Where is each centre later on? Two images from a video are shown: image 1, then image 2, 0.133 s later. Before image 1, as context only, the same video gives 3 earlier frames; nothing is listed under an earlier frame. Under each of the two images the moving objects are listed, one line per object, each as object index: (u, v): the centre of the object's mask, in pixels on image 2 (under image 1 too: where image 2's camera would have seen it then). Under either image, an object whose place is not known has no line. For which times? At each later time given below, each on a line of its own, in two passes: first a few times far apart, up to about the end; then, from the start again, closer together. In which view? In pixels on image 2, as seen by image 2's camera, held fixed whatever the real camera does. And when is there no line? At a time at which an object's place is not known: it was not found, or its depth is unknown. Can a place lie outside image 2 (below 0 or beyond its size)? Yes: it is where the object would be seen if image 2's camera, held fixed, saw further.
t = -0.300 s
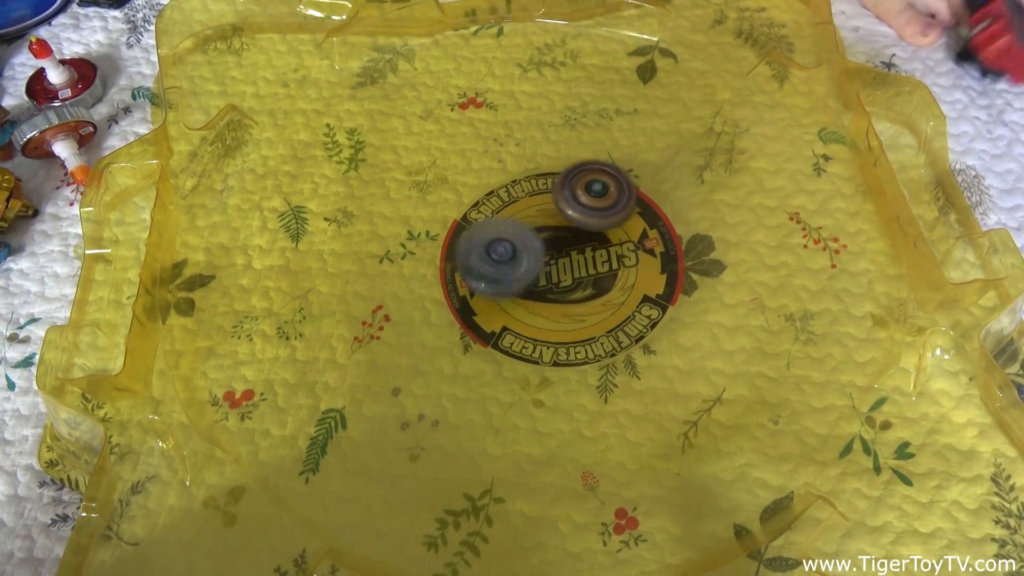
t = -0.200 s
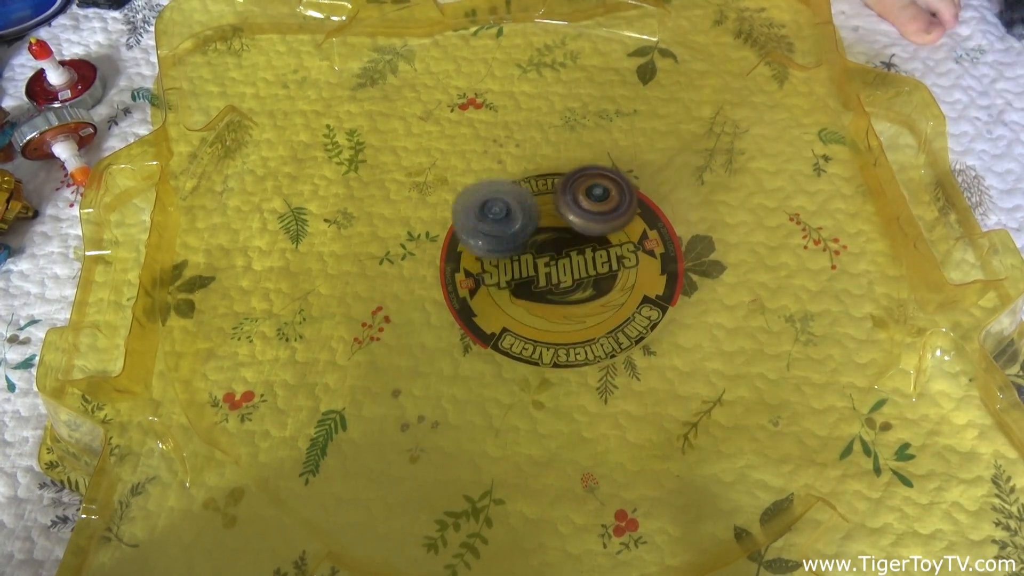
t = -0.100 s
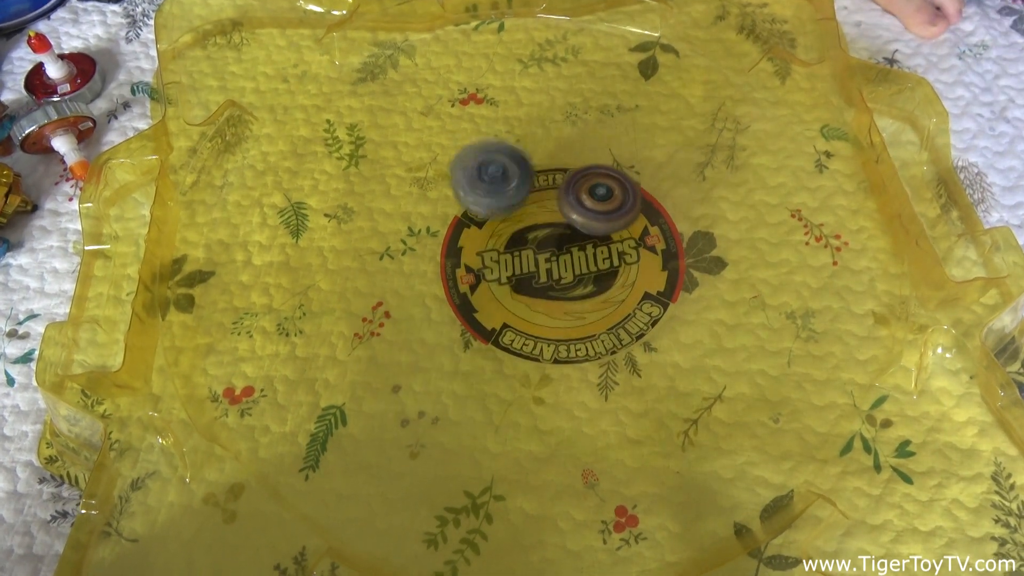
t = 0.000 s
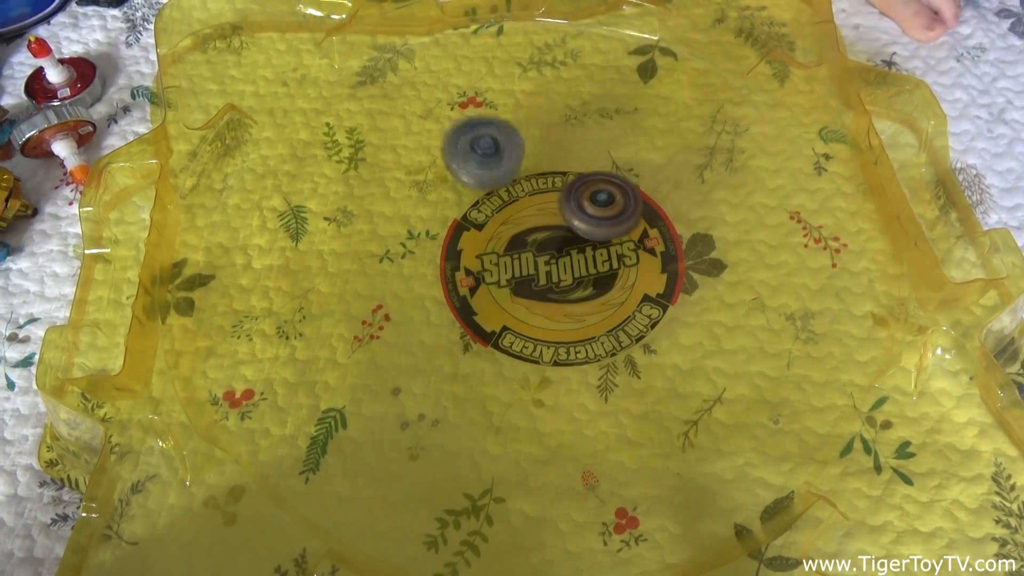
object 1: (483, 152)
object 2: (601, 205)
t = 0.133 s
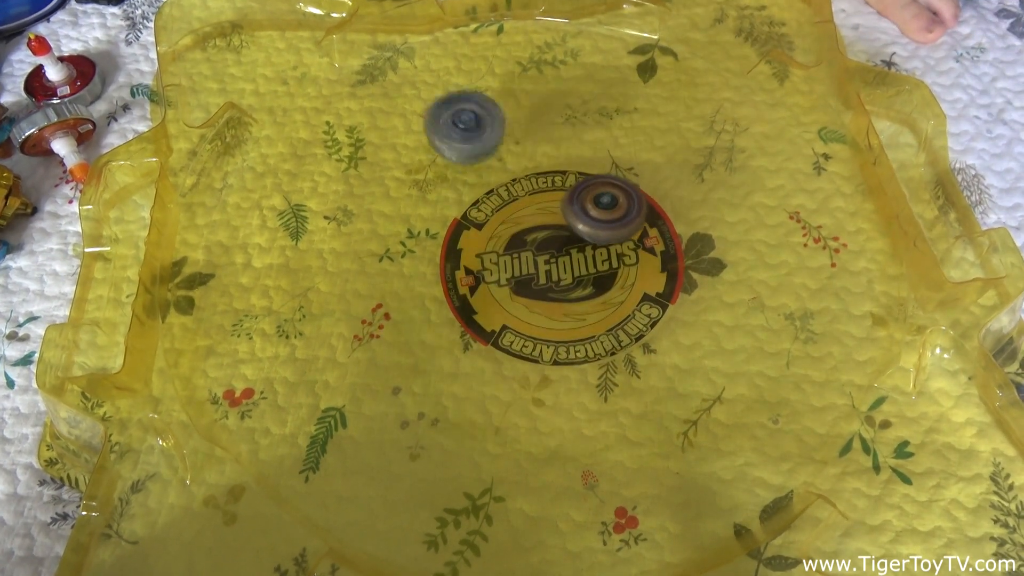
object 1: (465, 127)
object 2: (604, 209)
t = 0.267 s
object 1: (448, 125)
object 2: (608, 211)
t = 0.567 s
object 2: (617, 215)
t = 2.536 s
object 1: (583, 207)
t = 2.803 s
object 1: (579, 205)
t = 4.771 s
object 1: (470, 184)
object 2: (589, 309)
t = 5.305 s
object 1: (590, 209)
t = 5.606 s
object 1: (611, 195)
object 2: (573, 313)
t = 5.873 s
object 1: (589, 216)
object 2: (568, 312)
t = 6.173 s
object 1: (558, 204)
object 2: (560, 326)
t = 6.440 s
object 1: (526, 212)
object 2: (554, 323)
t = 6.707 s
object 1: (534, 238)
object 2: (552, 319)
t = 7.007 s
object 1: (527, 196)
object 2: (552, 324)
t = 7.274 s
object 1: (526, 188)
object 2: (545, 319)
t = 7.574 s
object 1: (547, 214)
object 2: (537, 316)
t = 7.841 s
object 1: (588, 230)
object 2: (532, 315)
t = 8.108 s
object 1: (603, 241)
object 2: (529, 314)
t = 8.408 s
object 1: (604, 248)
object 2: (523, 319)
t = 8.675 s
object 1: (599, 217)
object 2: (521, 318)
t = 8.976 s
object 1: (555, 223)
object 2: (519, 314)
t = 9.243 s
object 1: (546, 226)
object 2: (519, 321)
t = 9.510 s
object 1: (554, 194)
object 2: (516, 319)
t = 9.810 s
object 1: (554, 191)
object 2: (513, 315)
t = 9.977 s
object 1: (555, 206)
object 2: (511, 312)
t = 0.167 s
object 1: (460, 123)
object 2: (605, 210)
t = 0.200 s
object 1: (456, 122)
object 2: (606, 211)
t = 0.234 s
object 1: (452, 123)
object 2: (607, 211)
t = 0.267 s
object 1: (448, 125)
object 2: (608, 211)
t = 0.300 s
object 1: (447, 127)
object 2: (609, 212)
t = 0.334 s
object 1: (449, 132)
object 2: (610, 212)
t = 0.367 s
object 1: (451, 138)
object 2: (611, 213)
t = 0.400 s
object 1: (454, 144)
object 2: (613, 213)
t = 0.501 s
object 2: (616, 214)
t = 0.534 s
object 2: (616, 215)
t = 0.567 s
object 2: (617, 215)
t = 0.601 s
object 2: (618, 215)
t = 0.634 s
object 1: (530, 181)
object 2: (619, 215)
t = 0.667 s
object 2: (623, 218)
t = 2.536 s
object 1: (583, 207)
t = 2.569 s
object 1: (583, 206)
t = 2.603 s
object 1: (583, 204)
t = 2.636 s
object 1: (583, 204)
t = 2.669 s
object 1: (582, 203)
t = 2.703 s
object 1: (582, 203)
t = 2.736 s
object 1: (581, 204)
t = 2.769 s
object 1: (579, 204)
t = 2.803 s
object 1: (579, 205)
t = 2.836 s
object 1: (576, 206)
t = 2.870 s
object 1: (575, 207)
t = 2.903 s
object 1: (573, 210)
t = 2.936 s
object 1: (571, 212)
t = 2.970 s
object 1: (570, 216)
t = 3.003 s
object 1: (569, 218)
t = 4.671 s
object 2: (592, 308)
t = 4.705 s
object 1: (471, 181)
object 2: (591, 308)
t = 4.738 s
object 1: (471, 182)
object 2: (590, 308)
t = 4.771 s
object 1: (470, 184)
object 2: (589, 309)
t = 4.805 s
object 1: (472, 187)
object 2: (588, 309)
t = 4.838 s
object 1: (475, 191)
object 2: (588, 309)
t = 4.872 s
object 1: (479, 194)
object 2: (587, 310)
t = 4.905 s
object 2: (586, 310)
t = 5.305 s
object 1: (590, 209)
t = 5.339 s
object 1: (598, 207)
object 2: (578, 313)
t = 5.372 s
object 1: (603, 203)
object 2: (577, 313)
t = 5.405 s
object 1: (606, 200)
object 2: (576, 313)
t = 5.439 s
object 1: (609, 198)
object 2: (576, 313)
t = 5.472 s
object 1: (612, 196)
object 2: (576, 313)
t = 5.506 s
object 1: (613, 194)
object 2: (575, 313)
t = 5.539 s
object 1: (612, 193)
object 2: (574, 313)
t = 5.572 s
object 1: (611, 194)
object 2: (573, 313)
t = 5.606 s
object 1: (611, 195)
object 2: (573, 313)
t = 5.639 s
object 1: (610, 195)
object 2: (572, 313)
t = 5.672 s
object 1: (607, 196)
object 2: (572, 313)
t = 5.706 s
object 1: (605, 198)
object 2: (571, 313)
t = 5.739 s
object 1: (603, 201)
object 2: (571, 312)
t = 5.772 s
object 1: (600, 203)
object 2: (570, 312)
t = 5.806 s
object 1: (597, 206)
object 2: (569, 312)
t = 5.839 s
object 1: (592, 211)
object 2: (568, 312)
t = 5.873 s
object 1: (589, 216)
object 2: (568, 312)
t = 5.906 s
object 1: (587, 222)
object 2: (567, 312)
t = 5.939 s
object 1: (583, 227)
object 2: (566, 312)
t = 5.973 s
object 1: (581, 229)
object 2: (565, 318)
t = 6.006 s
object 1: (579, 226)
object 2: (564, 325)
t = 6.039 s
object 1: (577, 220)
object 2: (564, 327)
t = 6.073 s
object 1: (572, 215)
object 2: (564, 327)
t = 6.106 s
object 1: (567, 211)
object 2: (562, 327)
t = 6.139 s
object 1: (563, 208)
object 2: (561, 327)
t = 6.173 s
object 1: (558, 204)
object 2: (560, 326)
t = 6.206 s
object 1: (551, 202)
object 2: (559, 326)
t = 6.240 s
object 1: (545, 203)
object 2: (559, 326)
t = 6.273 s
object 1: (542, 203)
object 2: (558, 326)
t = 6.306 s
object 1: (536, 203)
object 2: (557, 325)
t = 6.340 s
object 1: (532, 205)
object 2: (556, 324)
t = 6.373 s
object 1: (531, 208)
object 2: (556, 324)
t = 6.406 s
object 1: (529, 209)
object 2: (554, 323)
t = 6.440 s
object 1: (526, 212)
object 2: (554, 323)
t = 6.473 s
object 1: (525, 216)
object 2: (554, 322)
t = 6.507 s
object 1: (524, 219)
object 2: (553, 322)
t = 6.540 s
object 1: (525, 221)
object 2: (553, 321)
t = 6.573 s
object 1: (526, 226)
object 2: (553, 321)
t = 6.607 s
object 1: (528, 229)
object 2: (553, 321)
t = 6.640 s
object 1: (530, 231)
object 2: (552, 320)
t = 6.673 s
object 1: (531, 235)
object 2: (552, 319)
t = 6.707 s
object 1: (534, 238)
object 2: (552, 319)
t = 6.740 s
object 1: (535, 234)
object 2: (554, 323)
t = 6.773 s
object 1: (535, 229)
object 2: (555, 325)
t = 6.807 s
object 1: (534, 225)
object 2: (555, 325)
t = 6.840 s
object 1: (535, 219)
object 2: (555, 325)
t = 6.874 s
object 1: (533, 213)
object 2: (554, 325)
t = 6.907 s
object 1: (532, 209)
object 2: (553, 325)
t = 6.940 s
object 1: (532, 205)
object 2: (553, 324)
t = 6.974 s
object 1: (530, 200)
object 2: (552, 324)
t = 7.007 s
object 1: (527, 196)
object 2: (552, 324)
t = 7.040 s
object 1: (527, 194)
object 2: (551, 323)
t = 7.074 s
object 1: (527, 191)
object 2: (550, 323)
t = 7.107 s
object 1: (525, 190)
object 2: (549, 323)
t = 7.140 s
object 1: (525, 189)
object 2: (549, 322)
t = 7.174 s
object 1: (526, 187)
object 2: (548, 322)
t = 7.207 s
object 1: (524, 187)
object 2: (547, 321)
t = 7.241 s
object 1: (525, 189)
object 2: (546, 320)
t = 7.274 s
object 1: (526, 188)
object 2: (545, 319)
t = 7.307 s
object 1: (525, 190)
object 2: (544, 319)
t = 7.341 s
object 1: (526, 192)
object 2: (543, 318)
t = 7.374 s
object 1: (529, 193)
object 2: (543, 318)
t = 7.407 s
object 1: (530, 197)
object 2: (541, 318)
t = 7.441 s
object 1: (531, 200)
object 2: (540, 318)
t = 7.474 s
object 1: (534, 202)
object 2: (539, 317)
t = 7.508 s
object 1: (537, 206)
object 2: (539, 317)
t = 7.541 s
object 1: (541, 211)
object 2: (538, 316)
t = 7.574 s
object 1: (547, 214)
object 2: (537, 316)
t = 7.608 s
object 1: (551, 217)
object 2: (536, 316)
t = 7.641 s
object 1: (557, 220)
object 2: (535, 316)
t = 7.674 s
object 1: (562, 221)
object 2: (535, 316)
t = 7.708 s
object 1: (567, 224)
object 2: (534, 316)
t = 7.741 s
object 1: (574, 226)
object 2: (534, 315)
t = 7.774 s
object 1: (578, 228)
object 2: (533, 315)
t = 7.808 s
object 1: (582, 229)
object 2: (533, 315)
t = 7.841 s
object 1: (588, 230)
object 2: (532, 315)
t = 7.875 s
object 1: (590, 231)
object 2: (531, 315)
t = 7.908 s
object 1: (594, 233)
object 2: (531, 315)
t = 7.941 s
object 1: (596, 233)
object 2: (530, 315)
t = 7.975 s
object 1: (598, 236)
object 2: (530, 315)
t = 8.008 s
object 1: (601, 238)
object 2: (530, 315)
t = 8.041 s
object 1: (602, 239)
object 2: (529, 315)
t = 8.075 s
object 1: (602, 241)
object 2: (529, 314)
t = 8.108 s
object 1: (603, 241)
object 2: (529, 314)
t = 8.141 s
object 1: (603, 244)
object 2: (529, 314)
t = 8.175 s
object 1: (603, 246)
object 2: (529, 314)
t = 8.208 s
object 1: (602, 247)
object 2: (528, 314)
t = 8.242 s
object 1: (600, 250)
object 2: (529, 314)
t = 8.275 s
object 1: (600, 251)
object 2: (529, 313)
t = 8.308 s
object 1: (598, 254)
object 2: (529, 313)
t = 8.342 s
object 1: (598, 256)
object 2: (528, 313)
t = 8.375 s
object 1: (600, 251)
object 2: (525, 317)
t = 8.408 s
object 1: (604, 248)
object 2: (523, 319)
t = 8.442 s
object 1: (606, 243)
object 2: (523, 319)
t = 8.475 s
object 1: (607, 239)
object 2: (523, 319)
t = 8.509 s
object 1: (609, 235)
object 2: (522, 319)
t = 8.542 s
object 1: (608, 230)
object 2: (522, 319)
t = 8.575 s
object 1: (607, 225)
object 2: (522, 319)
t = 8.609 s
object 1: (606, 221)
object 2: (521, 319)
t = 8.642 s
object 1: (602, 219)
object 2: (521, 319)
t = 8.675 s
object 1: (599, 217)
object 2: (521, 318)
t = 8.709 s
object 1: (594, 214)
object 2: (521, 318)
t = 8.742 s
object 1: (592, 214)
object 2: (521, 317)
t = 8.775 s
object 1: (587, 212)
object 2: (520, 317)
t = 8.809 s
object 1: (581, 212)
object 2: (520, 317)
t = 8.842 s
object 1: (577, 212)
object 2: (520, 316)
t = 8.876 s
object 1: (570, 214)
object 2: (519, 316)
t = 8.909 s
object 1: (565, 217)
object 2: (520, 315)
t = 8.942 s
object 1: (560, 219)
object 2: (519, 315)
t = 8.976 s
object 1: (555, 223)
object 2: (519, 314)
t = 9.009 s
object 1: (552, 226)
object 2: (519, 314)
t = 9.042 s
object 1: (548, 232)
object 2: (519, 313)
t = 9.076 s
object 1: (548, 235)
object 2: (519, 314)
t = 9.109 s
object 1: (545, 237)
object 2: (519, 316)
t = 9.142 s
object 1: (547, 238)
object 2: (520, 316)
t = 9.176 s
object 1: (546, 235)
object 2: (518, 319)
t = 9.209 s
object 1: (545, 232)
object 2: (518, 321)
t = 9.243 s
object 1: (546, 226)
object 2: (519, 321)
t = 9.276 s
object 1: (547, 222)
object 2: (518, 320)
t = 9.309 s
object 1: (550, 216)
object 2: (517, 321)
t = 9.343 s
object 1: (550, 212)
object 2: (518, 321)
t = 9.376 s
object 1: (552, 208)
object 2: (517, 320)
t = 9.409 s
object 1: (551, 204)
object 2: (517, 320)
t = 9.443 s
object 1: (554, 201)
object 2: (517, 320)
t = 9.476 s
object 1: (553, 196)
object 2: (516, 319)
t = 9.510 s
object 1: (554, 194)
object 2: (516, 319)
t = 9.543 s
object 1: (554, 190)
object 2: (515, 319)
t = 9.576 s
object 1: (553, 189)
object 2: (515, 318)
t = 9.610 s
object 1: (554, 186)
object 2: (515, 318)
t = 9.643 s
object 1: (553, 187)
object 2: (515, 318)
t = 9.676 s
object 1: (554, 186)
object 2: (515, 317)
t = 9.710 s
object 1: (552, 187)
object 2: (514, 316)
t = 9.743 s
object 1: (554, 187)
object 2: (514, 316)
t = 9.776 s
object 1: (552, 189)
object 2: (513, 315)
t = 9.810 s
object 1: (554, 191)
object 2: (513, 315)
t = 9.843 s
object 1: (553, 193)
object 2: (513, 315)
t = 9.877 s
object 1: (554, 197)
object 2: (513, 314)
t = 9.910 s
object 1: (554, 199)
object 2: (512, 313)
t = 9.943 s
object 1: (555, 204)
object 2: (512, 313)
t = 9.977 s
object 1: (555, 206)
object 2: (511, 312)
